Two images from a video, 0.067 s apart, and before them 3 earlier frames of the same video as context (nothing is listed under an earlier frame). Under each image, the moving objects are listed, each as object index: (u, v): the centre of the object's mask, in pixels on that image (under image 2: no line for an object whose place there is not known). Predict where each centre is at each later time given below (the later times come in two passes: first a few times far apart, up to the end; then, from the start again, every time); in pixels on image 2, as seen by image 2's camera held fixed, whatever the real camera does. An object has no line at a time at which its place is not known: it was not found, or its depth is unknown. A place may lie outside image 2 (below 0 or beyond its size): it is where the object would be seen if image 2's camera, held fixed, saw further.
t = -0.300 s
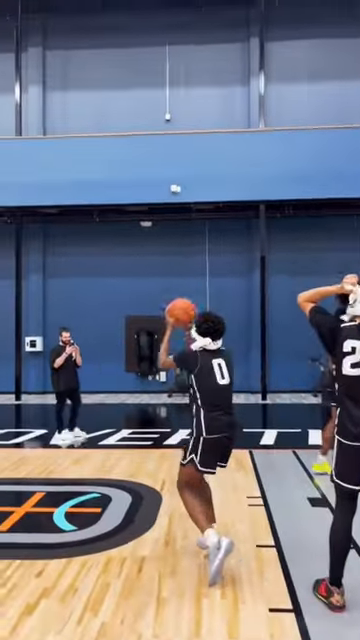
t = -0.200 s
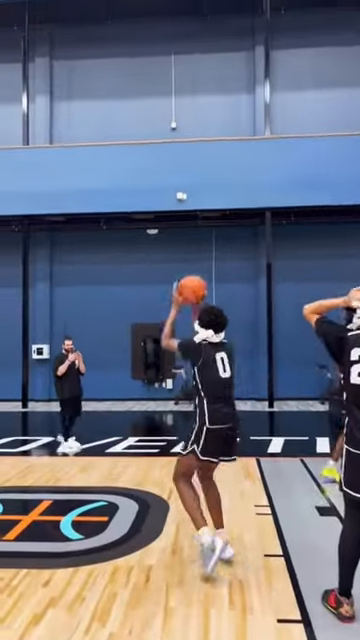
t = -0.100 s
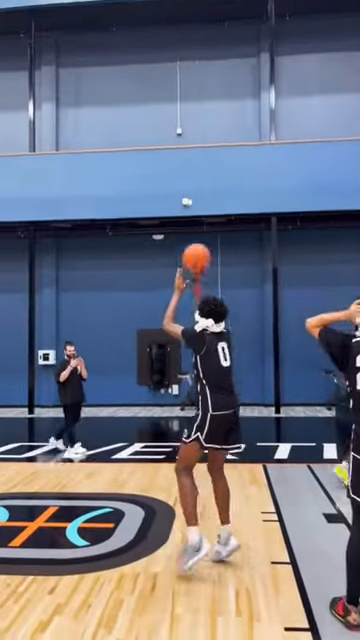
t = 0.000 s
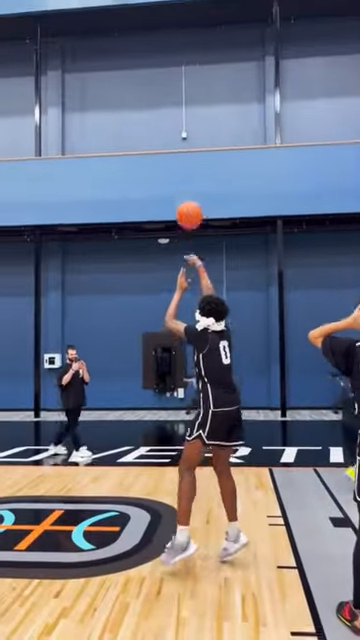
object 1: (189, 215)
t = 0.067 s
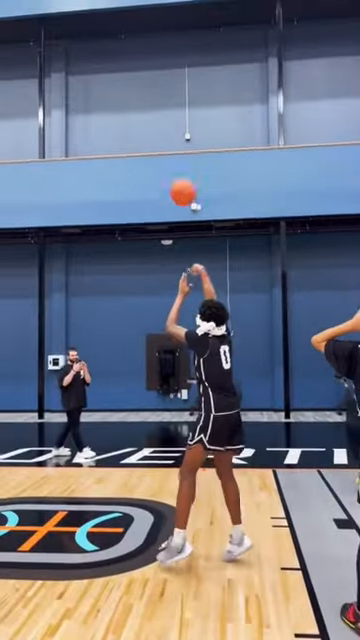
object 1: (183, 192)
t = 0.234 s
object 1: (163, 160)
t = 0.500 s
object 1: (140, 164)
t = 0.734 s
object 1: (124, 212)
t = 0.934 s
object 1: (114, 275)
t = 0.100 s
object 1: (179, 183)
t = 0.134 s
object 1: (174, 175)
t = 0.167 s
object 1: (171, 170)
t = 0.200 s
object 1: (167, 164)
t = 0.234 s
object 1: (163, 160)
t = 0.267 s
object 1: (160, 157)
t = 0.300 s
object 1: (157, 156)
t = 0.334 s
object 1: (154, 155)
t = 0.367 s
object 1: (151, 155)
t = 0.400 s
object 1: (148, 156)
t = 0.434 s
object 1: (145, 158)
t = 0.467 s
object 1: (142, 161)
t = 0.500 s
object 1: (140, 164)
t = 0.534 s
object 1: (137, 171)
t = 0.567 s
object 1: (135, 175)
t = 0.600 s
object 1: (133, 181)
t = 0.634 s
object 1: (131, 188)
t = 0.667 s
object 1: (129, 195)
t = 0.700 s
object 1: (127, 203)
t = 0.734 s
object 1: (124, 212)
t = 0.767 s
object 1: (122, 222)
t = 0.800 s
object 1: (121, 231)
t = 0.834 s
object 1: (118, 241)
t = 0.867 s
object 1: (117, 252)
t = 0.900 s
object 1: (115, 264)
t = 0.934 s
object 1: (114, 275)
